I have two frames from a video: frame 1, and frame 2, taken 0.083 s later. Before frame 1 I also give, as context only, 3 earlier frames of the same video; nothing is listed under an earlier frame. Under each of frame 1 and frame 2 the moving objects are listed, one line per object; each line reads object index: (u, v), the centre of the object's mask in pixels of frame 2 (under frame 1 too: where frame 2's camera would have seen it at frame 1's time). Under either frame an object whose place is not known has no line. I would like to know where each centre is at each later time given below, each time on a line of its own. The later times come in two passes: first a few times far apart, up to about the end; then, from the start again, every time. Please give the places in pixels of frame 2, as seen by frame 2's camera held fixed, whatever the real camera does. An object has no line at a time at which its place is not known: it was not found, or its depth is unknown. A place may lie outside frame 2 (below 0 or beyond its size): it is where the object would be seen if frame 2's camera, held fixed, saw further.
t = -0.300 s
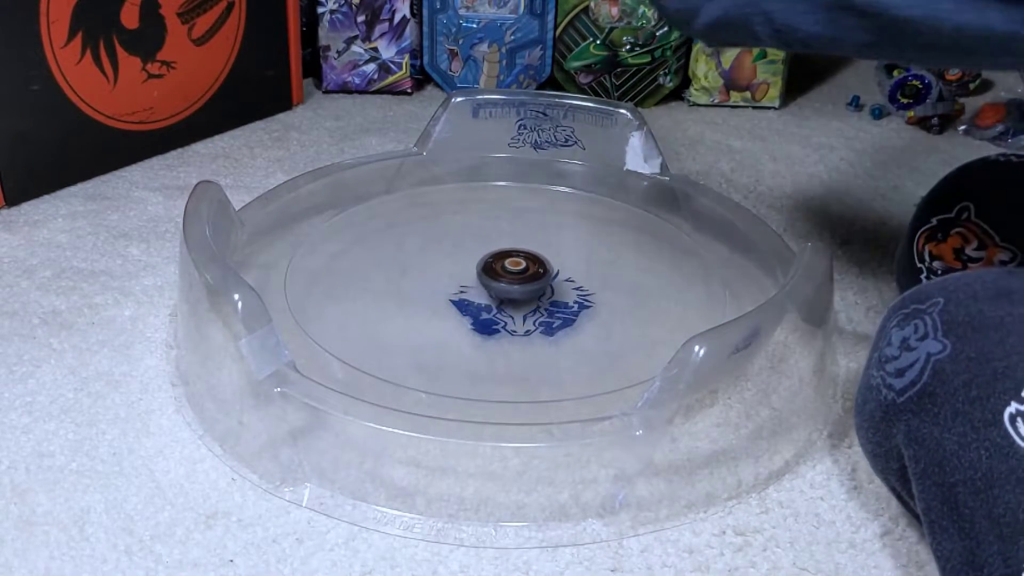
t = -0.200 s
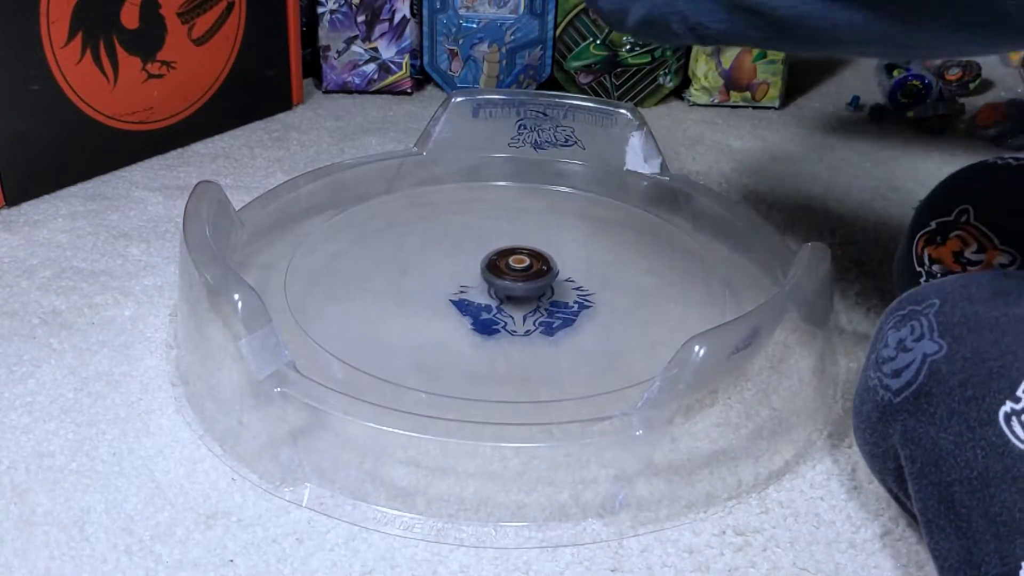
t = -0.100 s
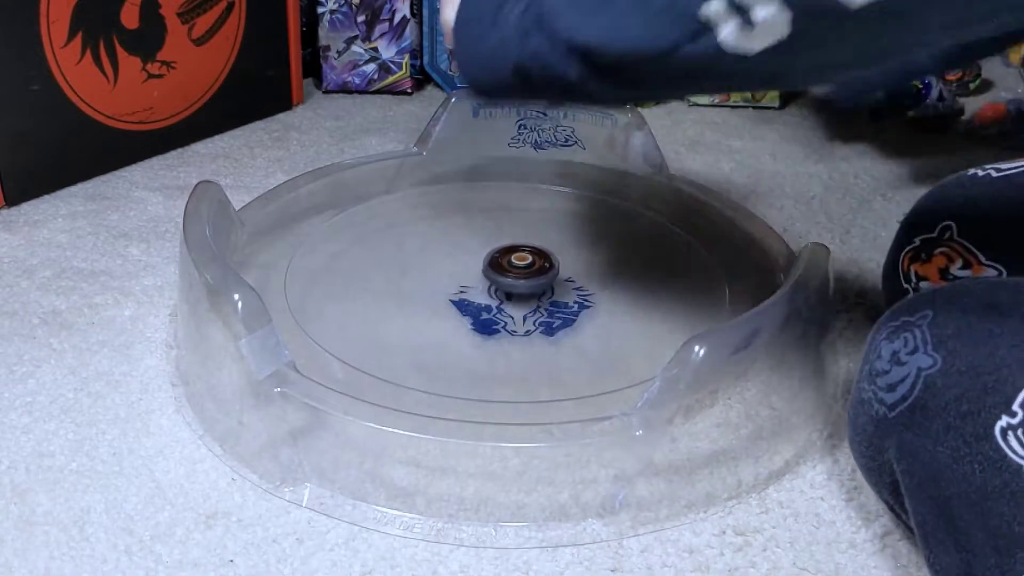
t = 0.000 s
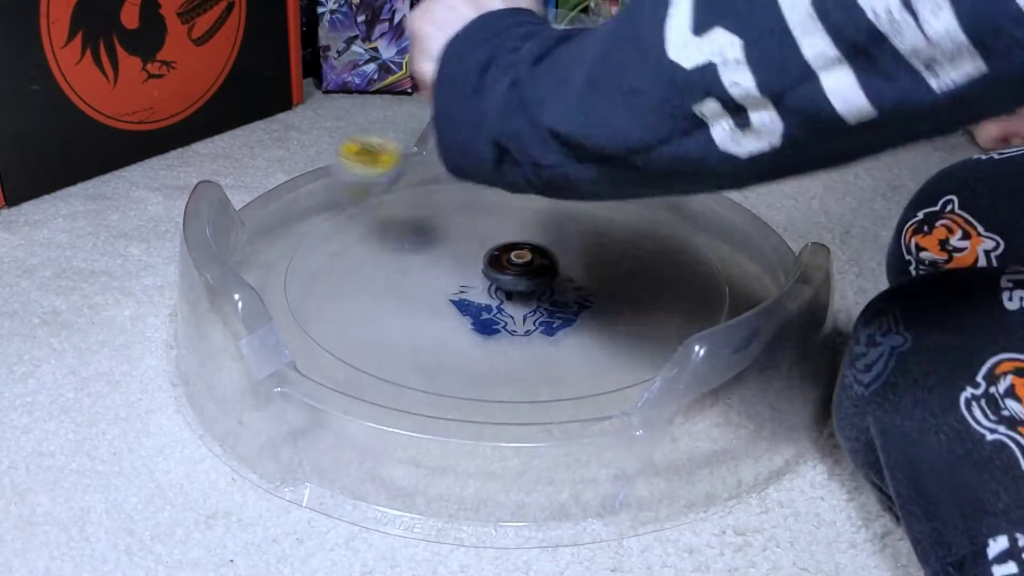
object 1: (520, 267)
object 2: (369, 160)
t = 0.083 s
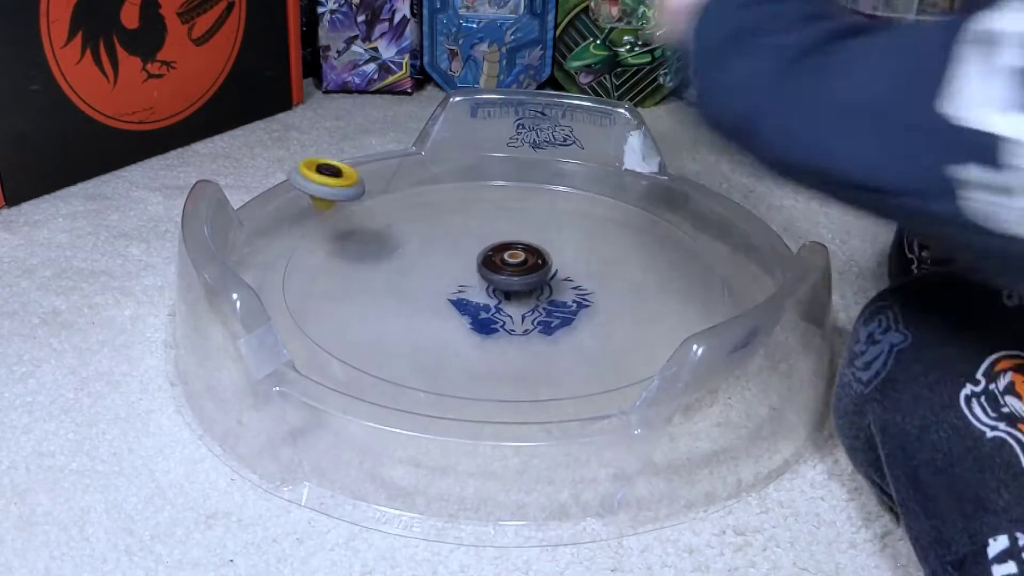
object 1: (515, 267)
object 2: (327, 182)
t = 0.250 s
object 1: (512, 273)
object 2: (314, 238)
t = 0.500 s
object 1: (519, 277)
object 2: (365, 277)
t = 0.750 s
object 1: (817, 206)
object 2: (268, 210)
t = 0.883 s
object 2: (330, 257)
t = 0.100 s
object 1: (514, 267)
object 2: (325, 184)
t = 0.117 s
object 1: (513, 268)
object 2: (324, 192)
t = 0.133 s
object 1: (512, 268)
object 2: (324, 203)
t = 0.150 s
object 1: (512, 269)
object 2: (322, 219)
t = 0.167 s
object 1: (512, 269)
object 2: (320, 220)
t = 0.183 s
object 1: (511, 270)
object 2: (319, 222)
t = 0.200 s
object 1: (511, 271)
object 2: (318, 229)
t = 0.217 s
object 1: (511, 272)
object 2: (316, 233)
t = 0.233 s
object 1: (512, 273)
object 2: (315, 236)
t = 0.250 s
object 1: (512, 273)
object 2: (314, 238)
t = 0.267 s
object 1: (513, 273)
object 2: (314, 240)
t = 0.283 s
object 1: (513, 274)
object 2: (314, 242)
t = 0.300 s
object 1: (514, 274)
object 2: (314, 244)
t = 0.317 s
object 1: (514, 274)
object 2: (315, 246)
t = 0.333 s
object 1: (514, 274)
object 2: (316, 248)
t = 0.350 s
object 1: (515, 274)
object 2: (318, 250)
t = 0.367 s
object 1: (515, 275)
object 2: (321, 253)
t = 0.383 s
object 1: (516, 275)
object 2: (323, 255)
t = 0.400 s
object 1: (516, 275)
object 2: (327, 258)
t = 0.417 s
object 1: (517, 275)
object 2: (332, 260)
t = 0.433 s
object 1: (517, 276)
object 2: (337, 263)
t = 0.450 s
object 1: (517, 276)
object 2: (343, 267)
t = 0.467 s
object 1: (518, 276)
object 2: (349, 270)
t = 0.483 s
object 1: (519, 276)
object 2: (357, 274)
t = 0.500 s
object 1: (519, 277)
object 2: (365, 277)
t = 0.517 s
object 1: (520, 277)
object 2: (375, 280)
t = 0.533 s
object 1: (520, 277)
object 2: (383, 283)
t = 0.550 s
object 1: (521, 278)
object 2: (392, 285)
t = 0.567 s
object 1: (521, 278)
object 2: (401, 287)
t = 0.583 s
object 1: (521, 278)
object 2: (411, 288)
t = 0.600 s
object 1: (522, 278)
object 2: (421, 288)
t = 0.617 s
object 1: (523, 279)
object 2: (431, 289)
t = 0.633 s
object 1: (524, 279)
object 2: (440, 288)
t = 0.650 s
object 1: (525, 279)
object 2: (449, 287)
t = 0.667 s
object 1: (567, 277)
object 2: (417, 280)
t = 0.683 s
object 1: (622, 268)
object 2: (368, 270)
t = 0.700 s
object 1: (673, 254)
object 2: (322, 257)
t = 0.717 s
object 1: (723, 238)
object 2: (279, 240)
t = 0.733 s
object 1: (772, 224)
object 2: (263, 226)
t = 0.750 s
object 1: (817, 206)
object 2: (268, 210)
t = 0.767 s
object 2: (274, 201)
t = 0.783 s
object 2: (280, 196)
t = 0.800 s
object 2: (287, 194)
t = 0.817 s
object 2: (295, 198)
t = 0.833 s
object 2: (303, 205)
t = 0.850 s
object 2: (311, 216)
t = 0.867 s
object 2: (319, 234)
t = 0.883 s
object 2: (330, 257)
